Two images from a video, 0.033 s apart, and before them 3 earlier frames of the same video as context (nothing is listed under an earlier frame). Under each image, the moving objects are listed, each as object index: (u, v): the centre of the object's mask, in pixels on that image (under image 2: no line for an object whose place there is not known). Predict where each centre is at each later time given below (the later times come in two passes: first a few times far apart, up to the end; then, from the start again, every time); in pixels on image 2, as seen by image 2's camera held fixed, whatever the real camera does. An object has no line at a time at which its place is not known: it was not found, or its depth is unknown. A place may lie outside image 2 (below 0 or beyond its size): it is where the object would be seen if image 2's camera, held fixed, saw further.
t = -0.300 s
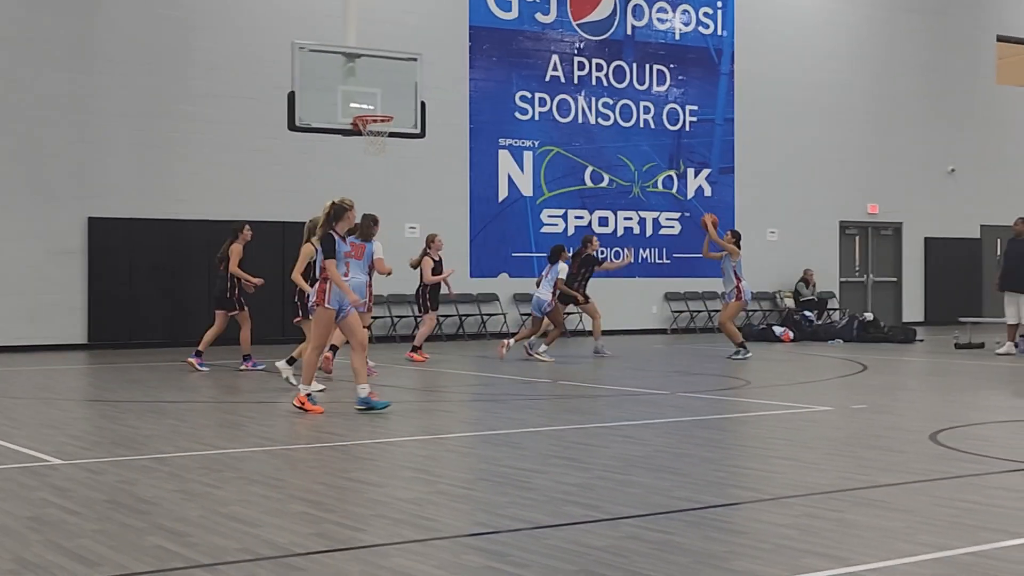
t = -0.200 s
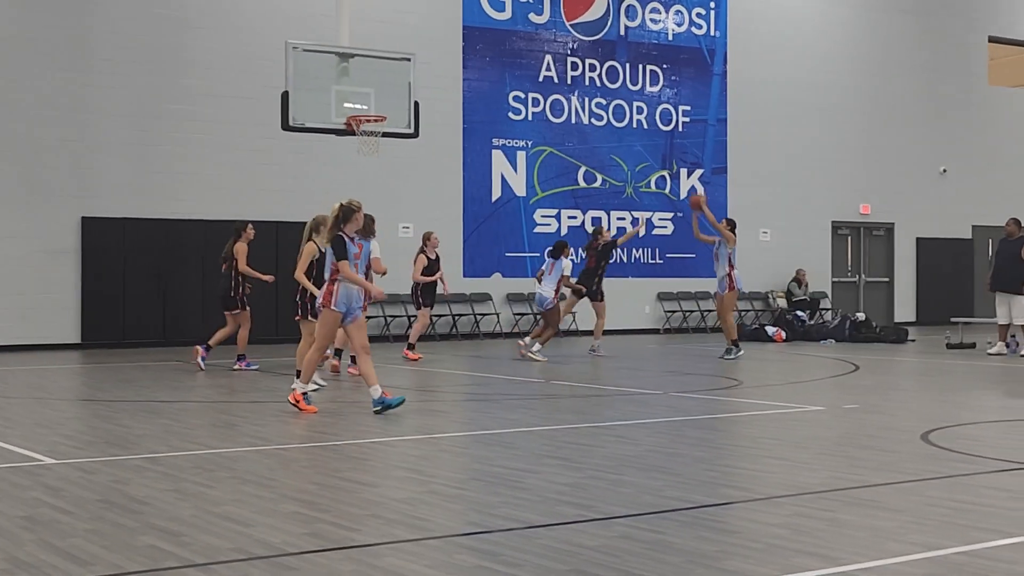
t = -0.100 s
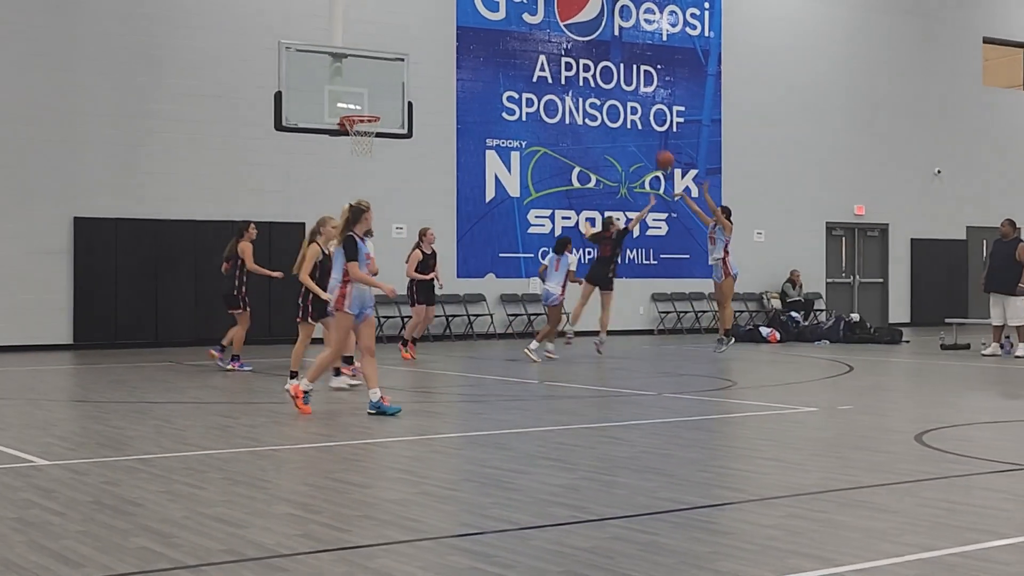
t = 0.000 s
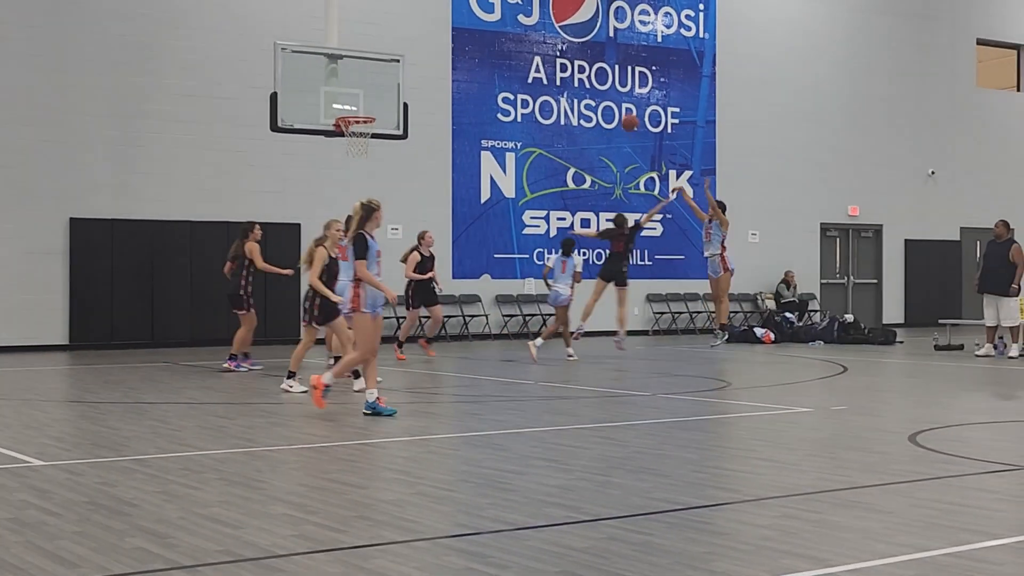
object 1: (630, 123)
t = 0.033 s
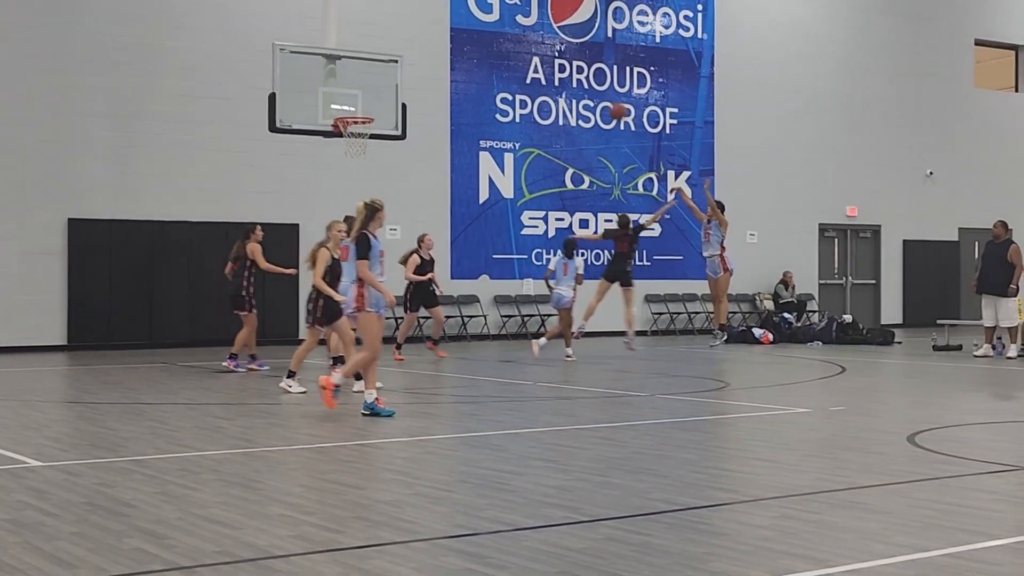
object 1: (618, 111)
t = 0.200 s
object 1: (564, 67)
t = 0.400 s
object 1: (502, 42)
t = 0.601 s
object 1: (439, 47)
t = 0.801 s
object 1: (376, 83)
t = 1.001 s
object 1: (334, 91)
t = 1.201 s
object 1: (308, 85)
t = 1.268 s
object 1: (299, 90)
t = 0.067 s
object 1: (606, 100)
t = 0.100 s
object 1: (596, 92)
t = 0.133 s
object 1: (586, 83)
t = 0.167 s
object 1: (575, 75)
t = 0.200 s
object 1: (564, 67)
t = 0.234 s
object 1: (554, 61)
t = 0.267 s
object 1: (544, 56)
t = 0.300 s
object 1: (533, 51)
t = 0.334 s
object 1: (523, 47)
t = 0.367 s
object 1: (512, 44)
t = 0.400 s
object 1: (502, 42)
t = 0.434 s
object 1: (491, 41)
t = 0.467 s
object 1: (481, 39)
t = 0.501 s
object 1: (470, 41)
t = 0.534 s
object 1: (460, 42)
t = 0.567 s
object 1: (450, 44)
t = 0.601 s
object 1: (439, 47)
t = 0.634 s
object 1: (429, 51)
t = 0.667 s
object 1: (418, 56)
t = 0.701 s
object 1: (407, 61)
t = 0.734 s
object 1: (397, 67)
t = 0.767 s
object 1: (386, 75)
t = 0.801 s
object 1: (376, 83)
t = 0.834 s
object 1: (365, 92)
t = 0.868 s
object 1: (355, 102)
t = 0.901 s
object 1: (348, 107)
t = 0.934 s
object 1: (343, 101)
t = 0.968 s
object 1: (339, 96)
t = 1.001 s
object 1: (334, 91)
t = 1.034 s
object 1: (330, 89)
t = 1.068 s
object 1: (326, 86)
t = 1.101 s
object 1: (321, 85)
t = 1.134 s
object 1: (317, 84)
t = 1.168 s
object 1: (312, 83)
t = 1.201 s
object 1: (308, 85)
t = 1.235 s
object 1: (304, 87)
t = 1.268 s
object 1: (299, 90)
